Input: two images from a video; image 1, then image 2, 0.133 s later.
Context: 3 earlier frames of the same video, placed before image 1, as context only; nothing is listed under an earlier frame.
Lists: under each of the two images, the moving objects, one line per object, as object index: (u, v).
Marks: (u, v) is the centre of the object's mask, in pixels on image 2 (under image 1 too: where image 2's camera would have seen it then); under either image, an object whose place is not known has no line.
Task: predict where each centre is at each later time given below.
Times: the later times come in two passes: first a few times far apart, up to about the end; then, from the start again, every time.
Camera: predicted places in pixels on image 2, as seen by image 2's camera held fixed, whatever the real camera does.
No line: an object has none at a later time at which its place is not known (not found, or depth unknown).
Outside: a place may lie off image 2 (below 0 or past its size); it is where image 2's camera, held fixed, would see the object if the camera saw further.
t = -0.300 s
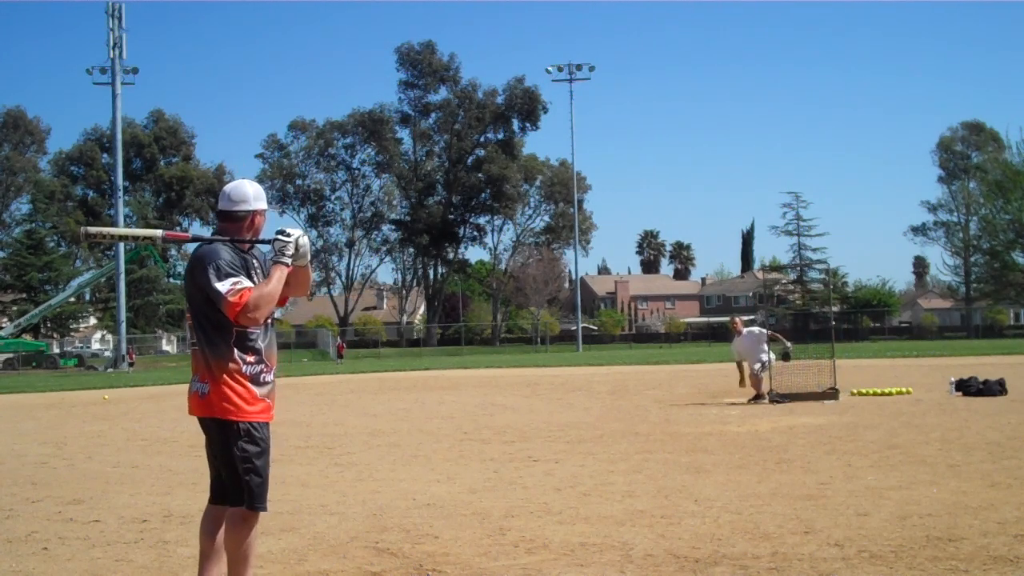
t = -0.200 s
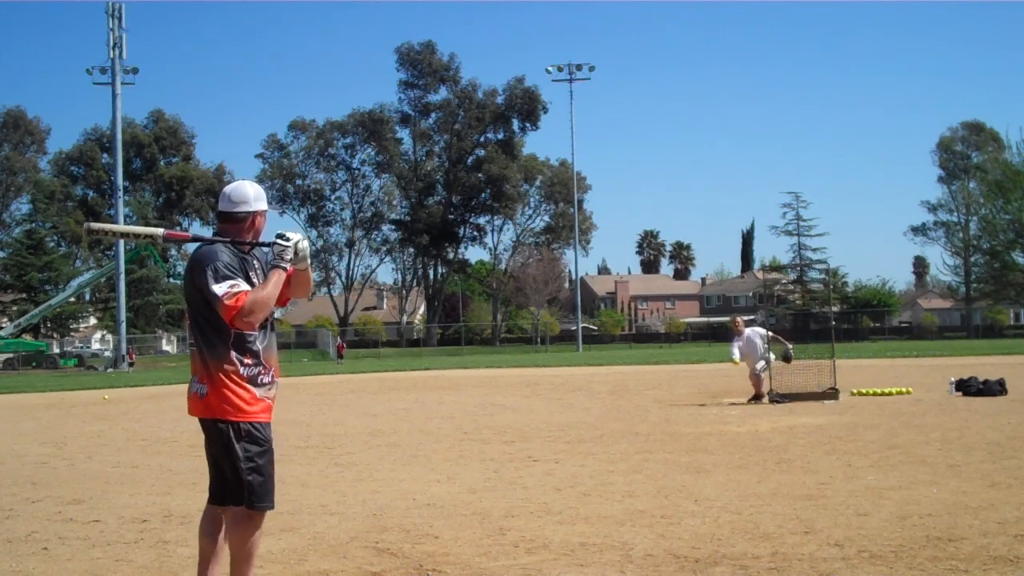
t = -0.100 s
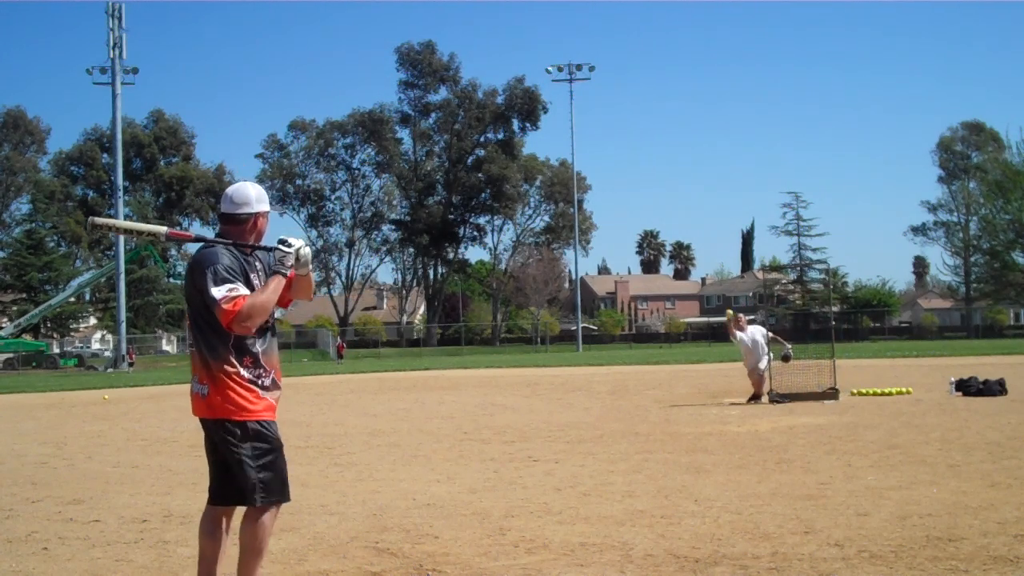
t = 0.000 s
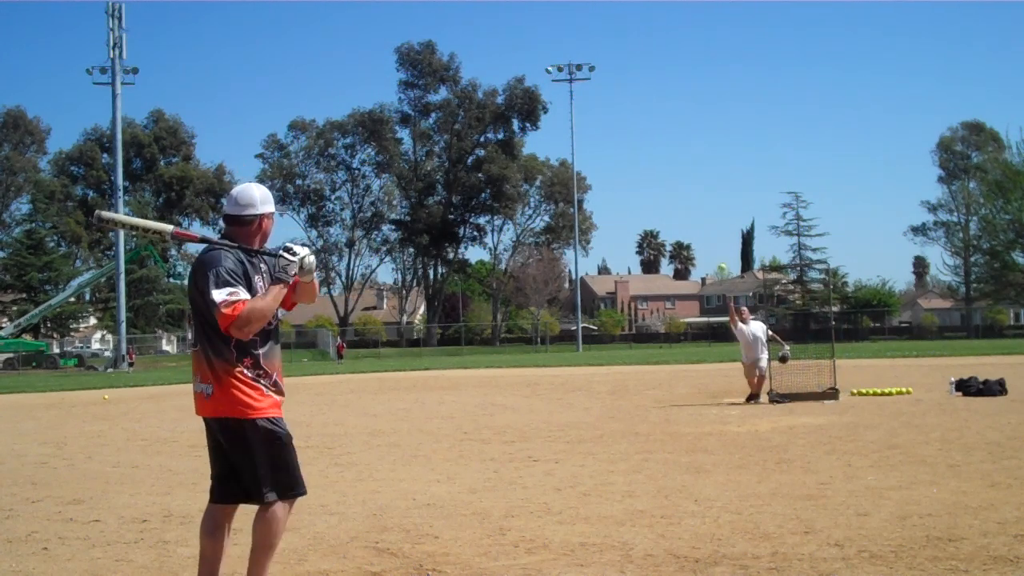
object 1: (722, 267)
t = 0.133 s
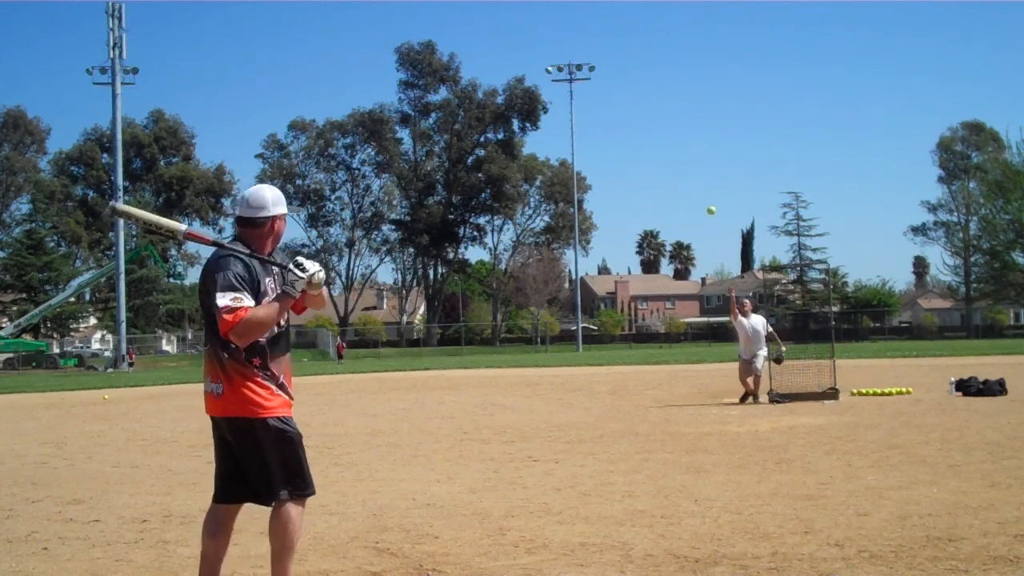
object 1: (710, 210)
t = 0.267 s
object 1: (699, 160)
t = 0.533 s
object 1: (672, 88)
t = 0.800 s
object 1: (634, 78)
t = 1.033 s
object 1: (585, 167)
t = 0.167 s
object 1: (708, 197)
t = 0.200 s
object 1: (705, 184)
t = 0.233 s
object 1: (702, 172)
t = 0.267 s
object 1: (699, 160)
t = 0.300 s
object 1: (696, 149)
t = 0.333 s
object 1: (693, 138)
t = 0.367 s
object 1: (690, 128)
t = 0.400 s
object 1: (686, 118)
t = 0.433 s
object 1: (683, 110)
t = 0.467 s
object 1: (679, 102)
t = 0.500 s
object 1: (676, 94)
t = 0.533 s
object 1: (672, 88)
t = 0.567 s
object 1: (668, 83)
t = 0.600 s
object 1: (664, 78)
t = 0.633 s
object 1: (659, 74)
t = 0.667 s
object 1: (654, 72)
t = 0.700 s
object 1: (650, 71)
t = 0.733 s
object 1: (644, 72)
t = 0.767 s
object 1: (639, 74)
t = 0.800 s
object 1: (634, 78)
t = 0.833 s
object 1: (628, 83)
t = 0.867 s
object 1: (622, 90)
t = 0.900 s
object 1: (615, 100)
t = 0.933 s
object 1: (608, 112)
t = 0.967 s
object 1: (601, 127)
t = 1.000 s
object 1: (593, 146)
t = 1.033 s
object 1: (585, 167)
